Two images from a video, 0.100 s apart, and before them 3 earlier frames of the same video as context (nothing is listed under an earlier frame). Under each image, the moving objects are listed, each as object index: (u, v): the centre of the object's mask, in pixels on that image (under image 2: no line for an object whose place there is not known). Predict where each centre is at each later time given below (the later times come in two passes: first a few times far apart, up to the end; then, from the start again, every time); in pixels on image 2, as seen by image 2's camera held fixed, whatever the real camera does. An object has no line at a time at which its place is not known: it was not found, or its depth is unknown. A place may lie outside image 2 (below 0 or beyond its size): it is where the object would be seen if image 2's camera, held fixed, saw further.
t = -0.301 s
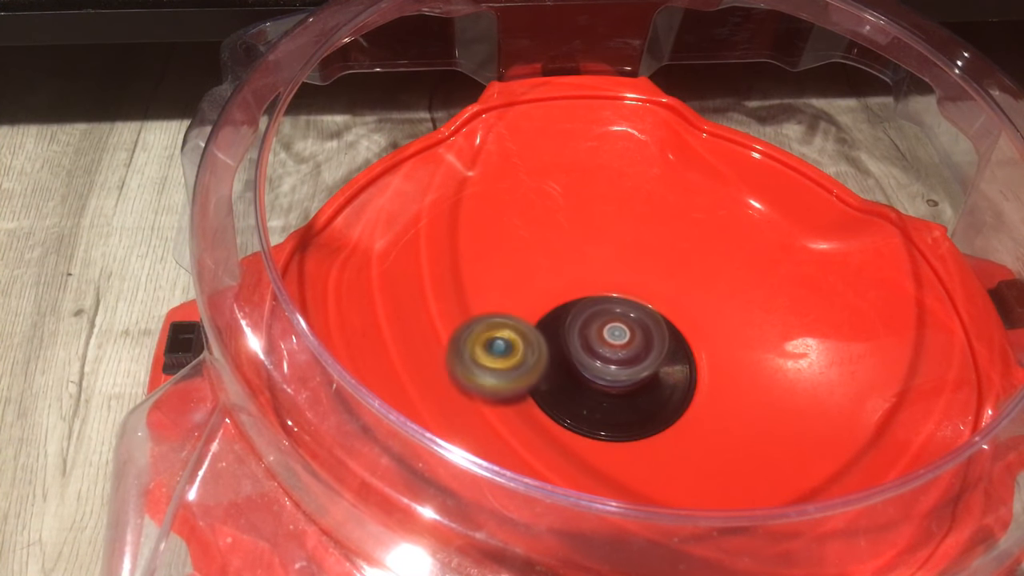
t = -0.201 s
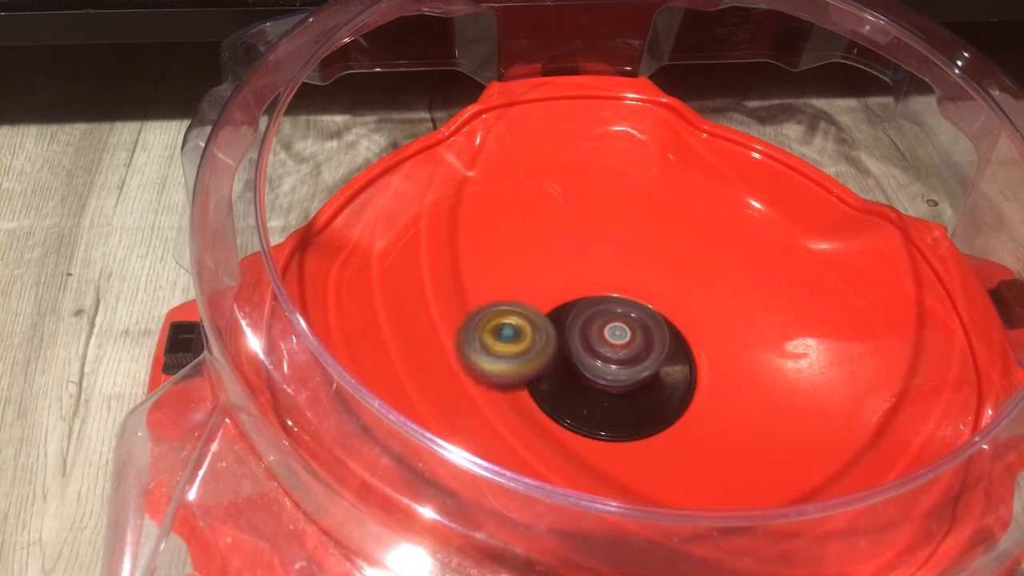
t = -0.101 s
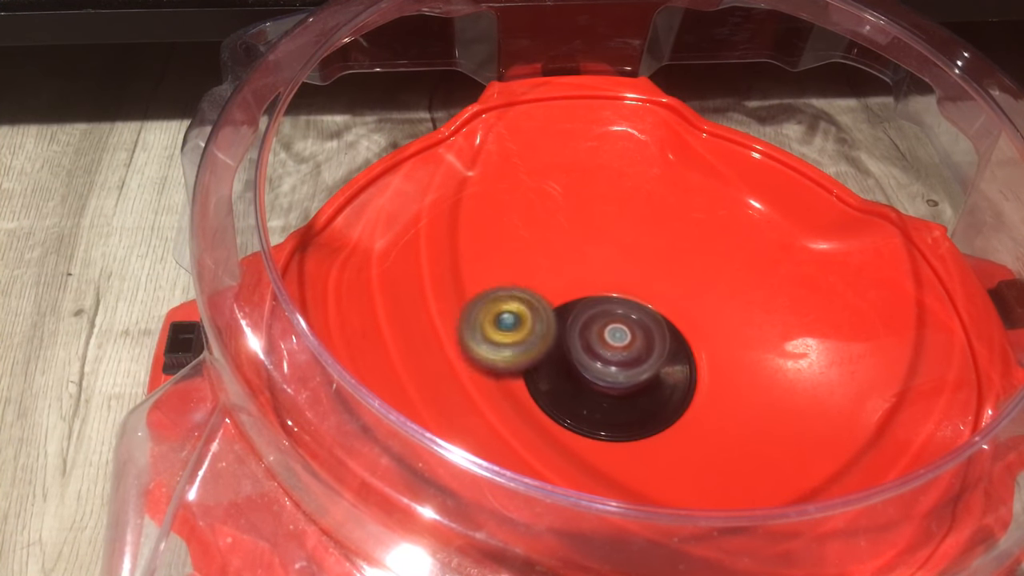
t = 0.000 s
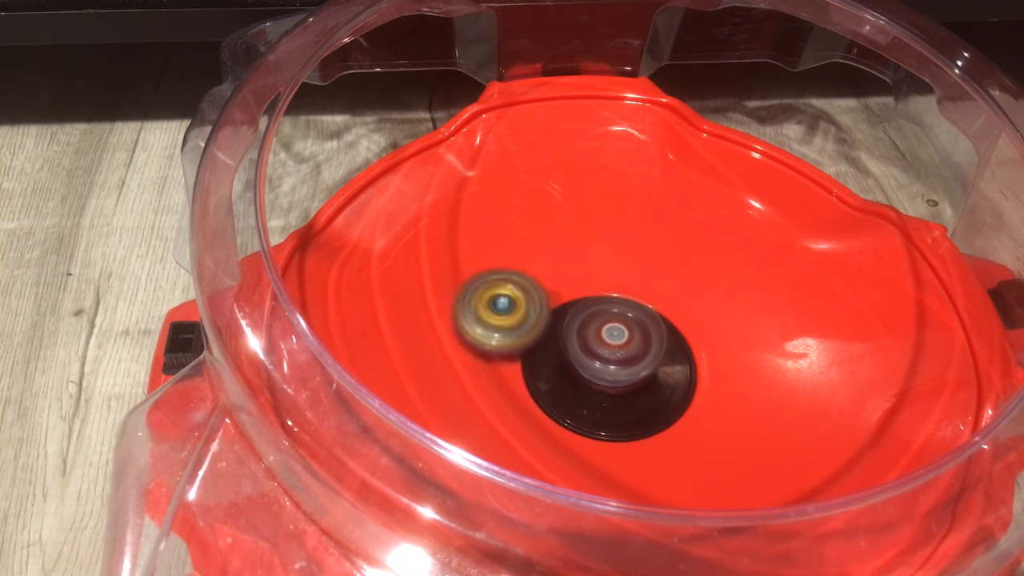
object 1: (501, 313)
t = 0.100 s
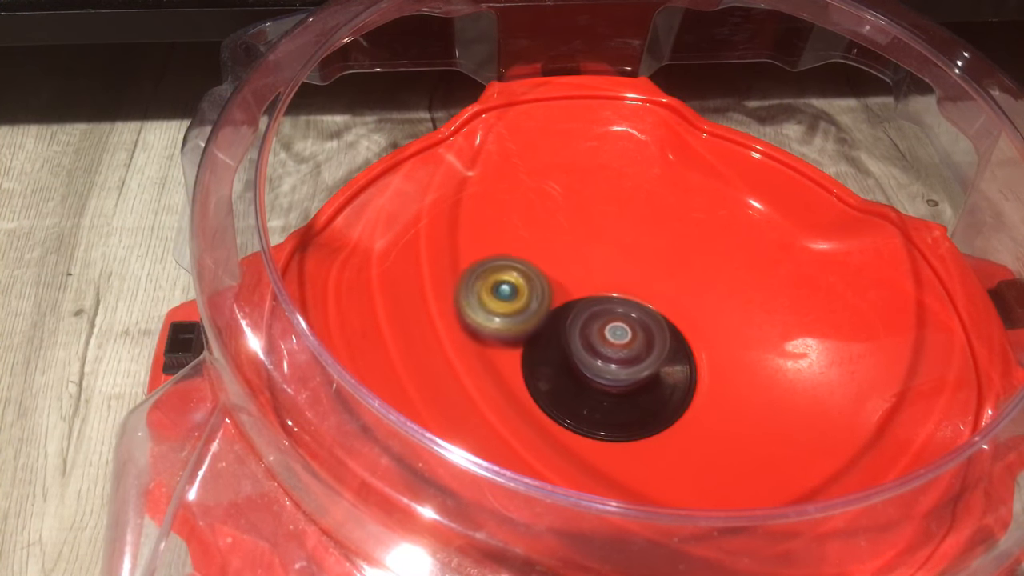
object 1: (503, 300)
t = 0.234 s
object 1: (511, 289)
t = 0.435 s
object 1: (532, 281)
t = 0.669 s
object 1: (546, 266)
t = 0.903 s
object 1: (563, 261)
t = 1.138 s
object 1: (579, 254)
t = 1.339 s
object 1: (594, 251)
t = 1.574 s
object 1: (618, 246)
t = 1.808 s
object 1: (640, 257)
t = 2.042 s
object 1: (665, 263)
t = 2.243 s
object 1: (687, 272)
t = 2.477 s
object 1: (705, 290)
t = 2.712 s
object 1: (734, 307)
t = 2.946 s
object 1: (736, 329)
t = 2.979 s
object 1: (733, 332)
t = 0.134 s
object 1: (504, 296)
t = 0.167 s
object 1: (506, 293)
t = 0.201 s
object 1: (508, 291)
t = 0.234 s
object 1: (511, 289)
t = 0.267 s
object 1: (514, 287)
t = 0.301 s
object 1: (518, 286)
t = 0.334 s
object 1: (522, 285)
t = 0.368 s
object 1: (527, 283)
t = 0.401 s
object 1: (529, 282)
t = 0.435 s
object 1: (532, 281)
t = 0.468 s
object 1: (533, 278)
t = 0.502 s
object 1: (535, 275)
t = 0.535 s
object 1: (537, 272)
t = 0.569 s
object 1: (540, 269)
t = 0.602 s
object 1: (542, 268)
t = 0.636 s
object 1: (545, 266)
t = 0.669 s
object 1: (546, 266)
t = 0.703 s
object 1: (547, 264)
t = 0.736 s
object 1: (551, 263)
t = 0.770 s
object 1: (553, 262)
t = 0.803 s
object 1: (556, 262)
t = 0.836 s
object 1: (559, 261)
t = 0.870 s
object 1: (560, 260)
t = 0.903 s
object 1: (563, 261)
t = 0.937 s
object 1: (563, 259)
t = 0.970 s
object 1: (565, 259)
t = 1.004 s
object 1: (568, 257)
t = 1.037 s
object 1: (571, 257)
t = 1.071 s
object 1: (575, 255)
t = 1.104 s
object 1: (577, 255)
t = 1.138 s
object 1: (579, 254)
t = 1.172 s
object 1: (581, 254)
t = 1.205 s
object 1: (586, 254)
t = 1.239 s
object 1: (587, 254)
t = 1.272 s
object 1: (589, 254)
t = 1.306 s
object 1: (592, 252)
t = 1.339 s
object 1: (594, 251)
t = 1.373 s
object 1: (599, 251)
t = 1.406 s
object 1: (601, 251)
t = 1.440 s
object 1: (605, 251)
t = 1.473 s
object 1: (608, 250)
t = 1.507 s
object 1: (610, 247)
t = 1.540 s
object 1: (615, 247)
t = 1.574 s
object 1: (618, 246)
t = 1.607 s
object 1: (622, 247)
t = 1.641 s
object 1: (625, 247)
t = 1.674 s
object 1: (628, 249)
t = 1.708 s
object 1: (631, 251)
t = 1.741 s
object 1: (635, 252)
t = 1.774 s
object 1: (637, 254)
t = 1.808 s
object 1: (640, 257)
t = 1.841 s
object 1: (643, 256)
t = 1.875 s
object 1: (647, 258)
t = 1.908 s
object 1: (651, 259)
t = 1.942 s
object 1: (654, 259)
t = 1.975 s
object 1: (657, 261)
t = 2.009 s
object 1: (662, 263)
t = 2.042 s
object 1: (665, 263)
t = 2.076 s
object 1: (668, 265)
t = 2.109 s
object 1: (673, 265)
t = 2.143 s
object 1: (676, 267)
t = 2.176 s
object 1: (681, 268)
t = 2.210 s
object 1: (684, 270)
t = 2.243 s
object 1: (687, 272)
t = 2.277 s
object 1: (689, 275)
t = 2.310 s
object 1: (691, 278)
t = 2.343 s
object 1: (692, 281)
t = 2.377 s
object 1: (694, 285)
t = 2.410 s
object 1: (697, 285)
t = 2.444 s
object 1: (700, 287)
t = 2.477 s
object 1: (705, 290)
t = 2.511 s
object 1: (707, 293)
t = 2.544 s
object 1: (710, 296)
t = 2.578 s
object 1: (714, 298)
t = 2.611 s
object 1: (724, 298)
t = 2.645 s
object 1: (728, 301)
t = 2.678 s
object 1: (732, 304)
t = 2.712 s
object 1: (734, 307)
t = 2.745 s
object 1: (739, 310)
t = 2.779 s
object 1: (740, 313)
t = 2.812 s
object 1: (740, 316)
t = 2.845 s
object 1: (740, 319)
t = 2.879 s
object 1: (739, 322)
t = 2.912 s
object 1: (738, 325)
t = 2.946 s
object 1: (736, 329)
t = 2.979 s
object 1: (733, 332)
